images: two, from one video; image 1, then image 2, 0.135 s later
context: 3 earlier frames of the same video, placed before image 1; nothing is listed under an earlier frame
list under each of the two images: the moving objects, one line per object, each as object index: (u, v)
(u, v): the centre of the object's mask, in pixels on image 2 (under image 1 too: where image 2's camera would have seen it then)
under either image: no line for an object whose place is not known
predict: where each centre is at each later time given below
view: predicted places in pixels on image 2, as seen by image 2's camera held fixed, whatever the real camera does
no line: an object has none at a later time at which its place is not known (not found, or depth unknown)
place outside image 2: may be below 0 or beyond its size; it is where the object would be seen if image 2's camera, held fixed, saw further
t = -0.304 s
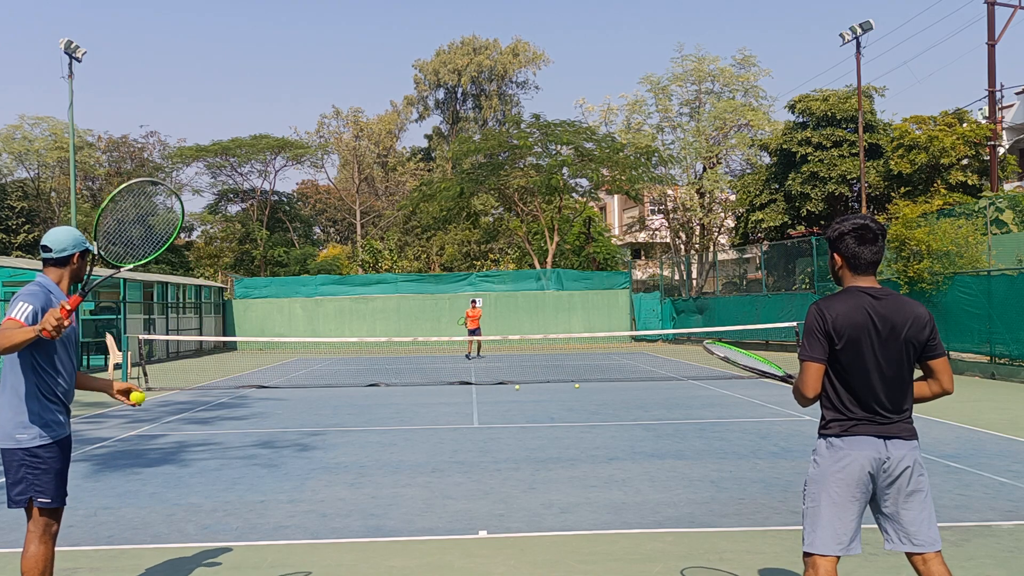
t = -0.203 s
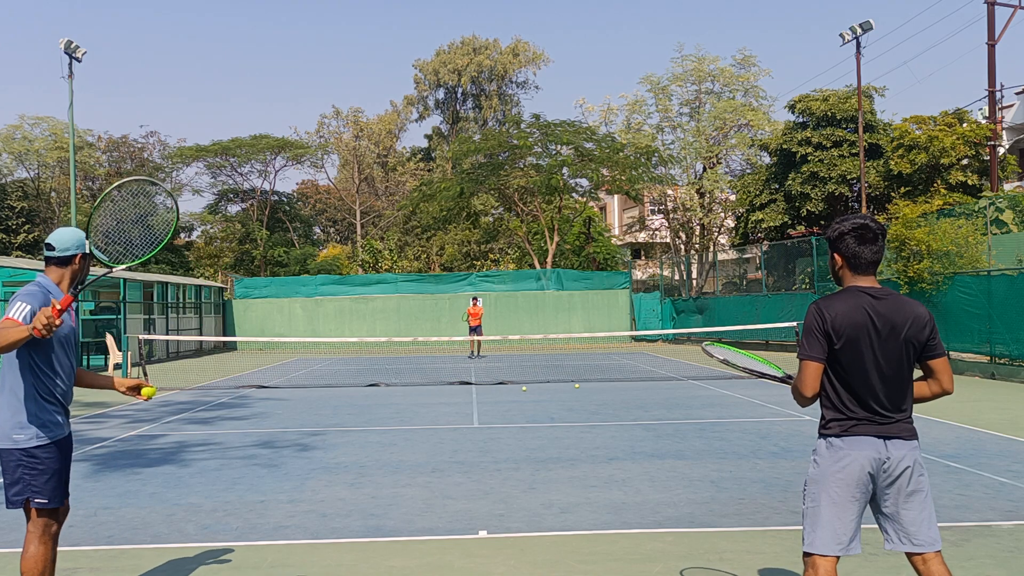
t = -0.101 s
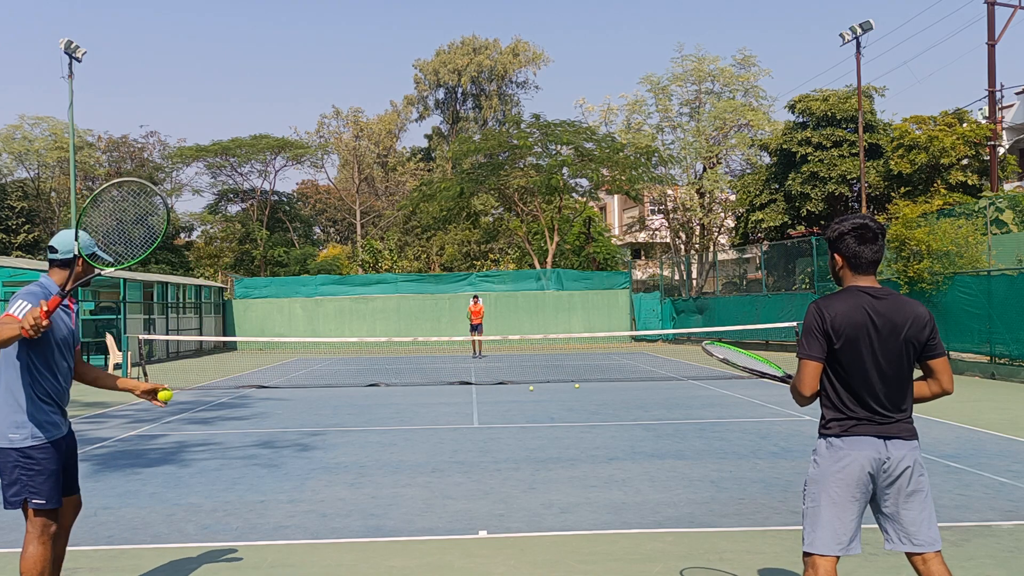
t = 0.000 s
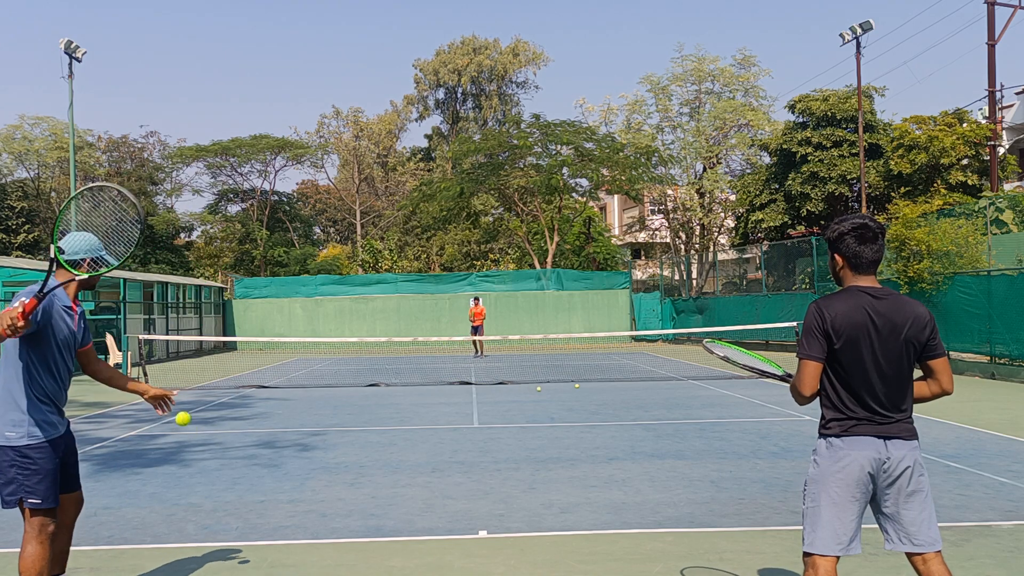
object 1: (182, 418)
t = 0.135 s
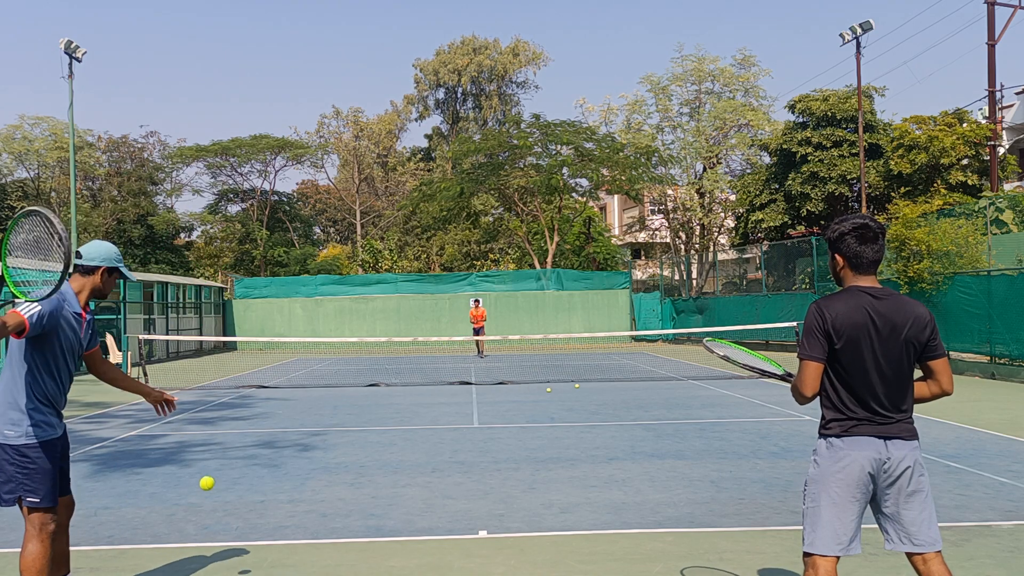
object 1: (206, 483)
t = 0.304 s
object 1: (234, 569)
